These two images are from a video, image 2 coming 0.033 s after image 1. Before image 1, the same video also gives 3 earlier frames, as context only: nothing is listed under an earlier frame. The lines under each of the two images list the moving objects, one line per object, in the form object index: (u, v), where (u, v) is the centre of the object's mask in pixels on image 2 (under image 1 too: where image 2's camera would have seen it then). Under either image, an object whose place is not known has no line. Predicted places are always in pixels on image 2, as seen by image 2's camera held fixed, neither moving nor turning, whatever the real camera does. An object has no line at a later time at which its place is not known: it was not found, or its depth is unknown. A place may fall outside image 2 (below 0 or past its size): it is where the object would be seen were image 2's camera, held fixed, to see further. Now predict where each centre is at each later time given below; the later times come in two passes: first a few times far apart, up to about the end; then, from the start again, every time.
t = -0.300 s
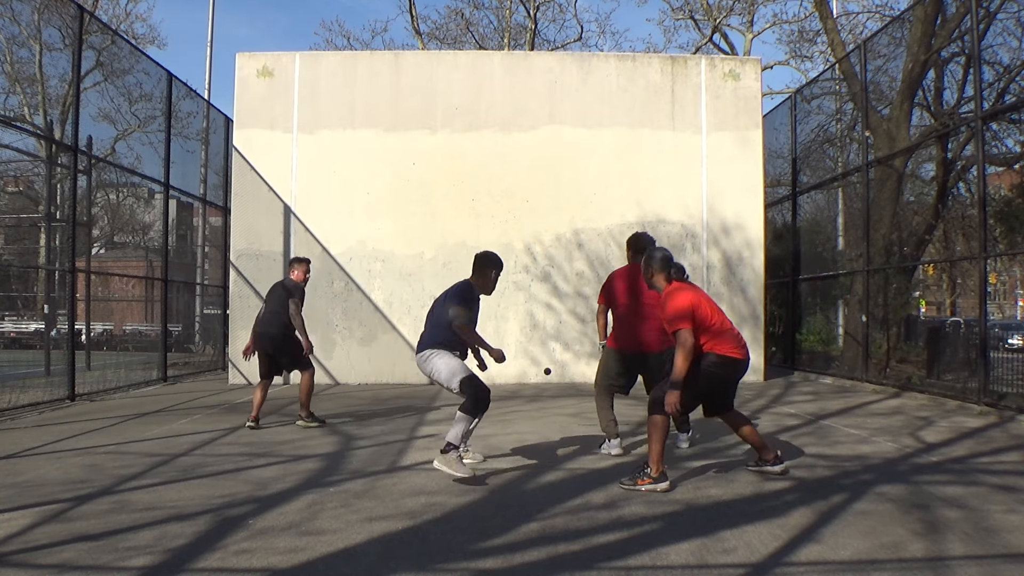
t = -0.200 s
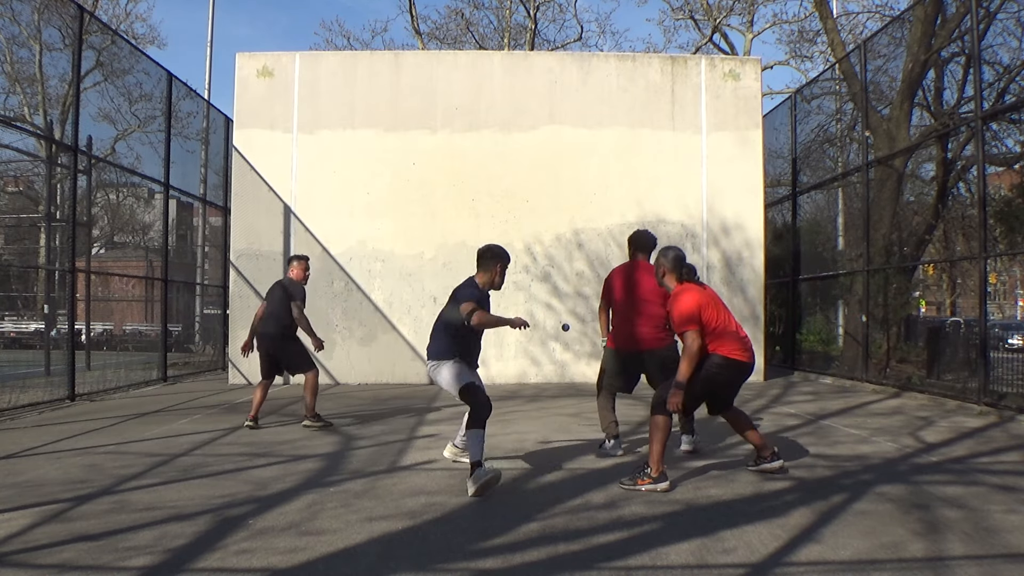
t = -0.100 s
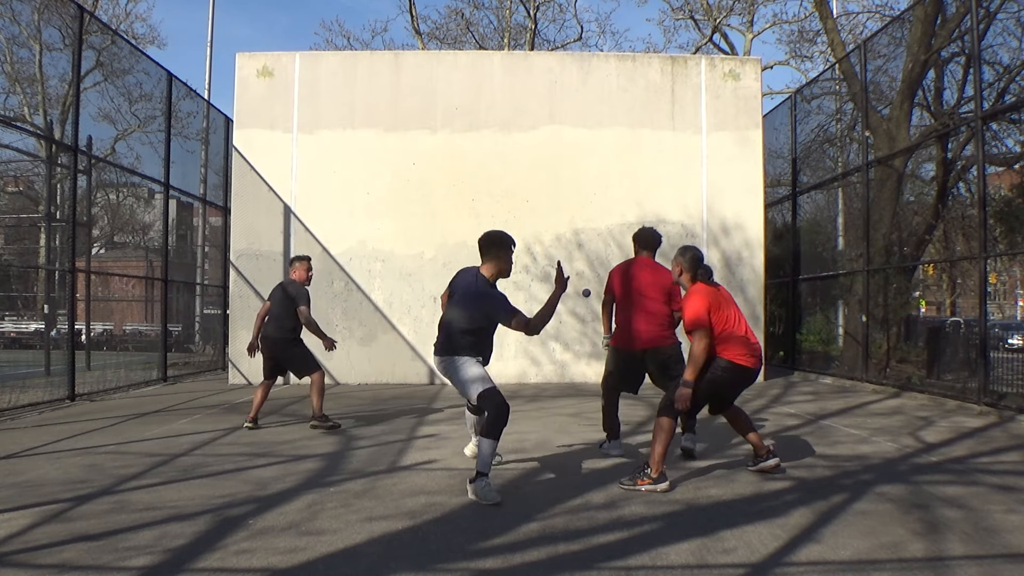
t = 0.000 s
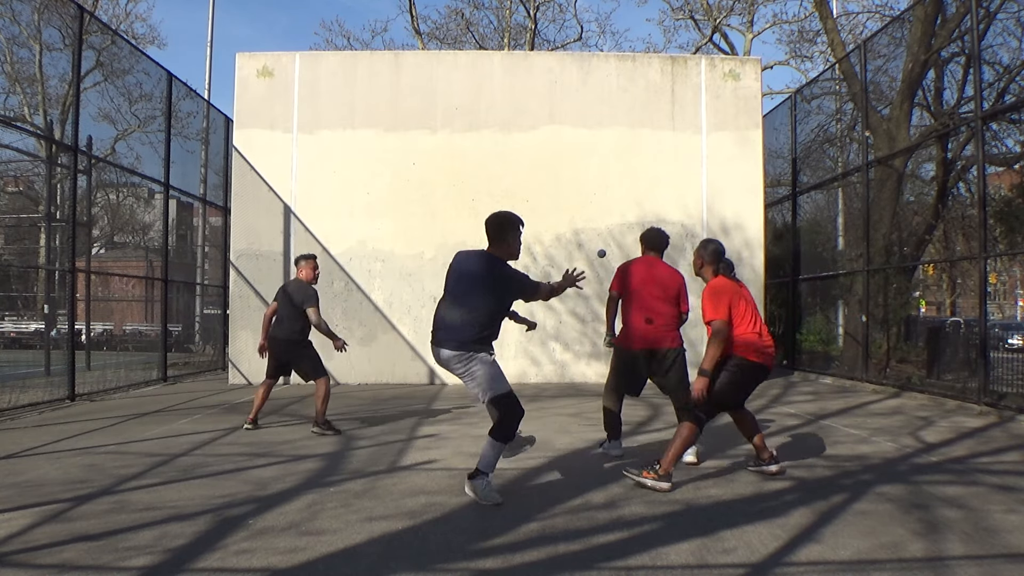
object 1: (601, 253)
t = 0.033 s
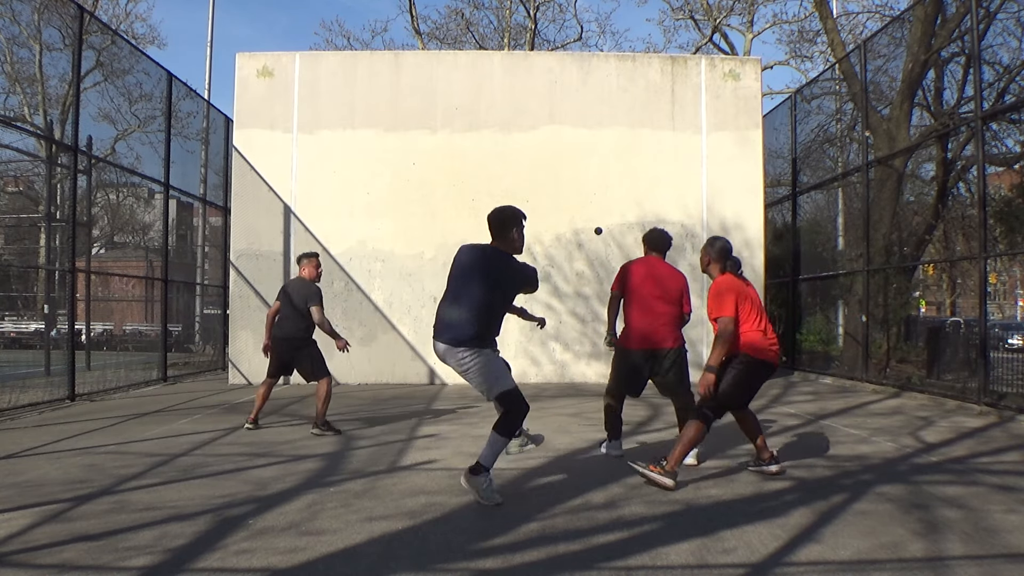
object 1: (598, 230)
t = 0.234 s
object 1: (588, 166)
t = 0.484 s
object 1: (586, 165)
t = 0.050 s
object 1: (597, 221)
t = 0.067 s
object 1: (596, 212)
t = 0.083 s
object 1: (595, 205)
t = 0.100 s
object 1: (593, 198)
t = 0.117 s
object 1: (593, 192)
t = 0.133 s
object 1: (592, 187)
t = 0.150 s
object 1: (591, 180)
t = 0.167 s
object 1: (591, 177)
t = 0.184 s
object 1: (590, 174)
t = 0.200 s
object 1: (589, 171)
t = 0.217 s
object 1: (589, 168)
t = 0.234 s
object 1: (588, 166)
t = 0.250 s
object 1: (588, 164)
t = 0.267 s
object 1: (588, 163)
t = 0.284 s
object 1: (587, 161)
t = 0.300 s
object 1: (587, 161)
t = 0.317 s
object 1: (587, 160)
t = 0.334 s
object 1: (586, 159)
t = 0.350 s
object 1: (586, 159)
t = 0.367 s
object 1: (586, 159)
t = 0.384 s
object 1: (586, 160)
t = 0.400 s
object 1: (586, 160)
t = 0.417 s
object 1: (586, 161)
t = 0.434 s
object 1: (586, 162)
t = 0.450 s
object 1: (586, 163)
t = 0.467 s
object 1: (586, 164)
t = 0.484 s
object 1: (586, 165)
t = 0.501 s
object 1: (586, 167)
